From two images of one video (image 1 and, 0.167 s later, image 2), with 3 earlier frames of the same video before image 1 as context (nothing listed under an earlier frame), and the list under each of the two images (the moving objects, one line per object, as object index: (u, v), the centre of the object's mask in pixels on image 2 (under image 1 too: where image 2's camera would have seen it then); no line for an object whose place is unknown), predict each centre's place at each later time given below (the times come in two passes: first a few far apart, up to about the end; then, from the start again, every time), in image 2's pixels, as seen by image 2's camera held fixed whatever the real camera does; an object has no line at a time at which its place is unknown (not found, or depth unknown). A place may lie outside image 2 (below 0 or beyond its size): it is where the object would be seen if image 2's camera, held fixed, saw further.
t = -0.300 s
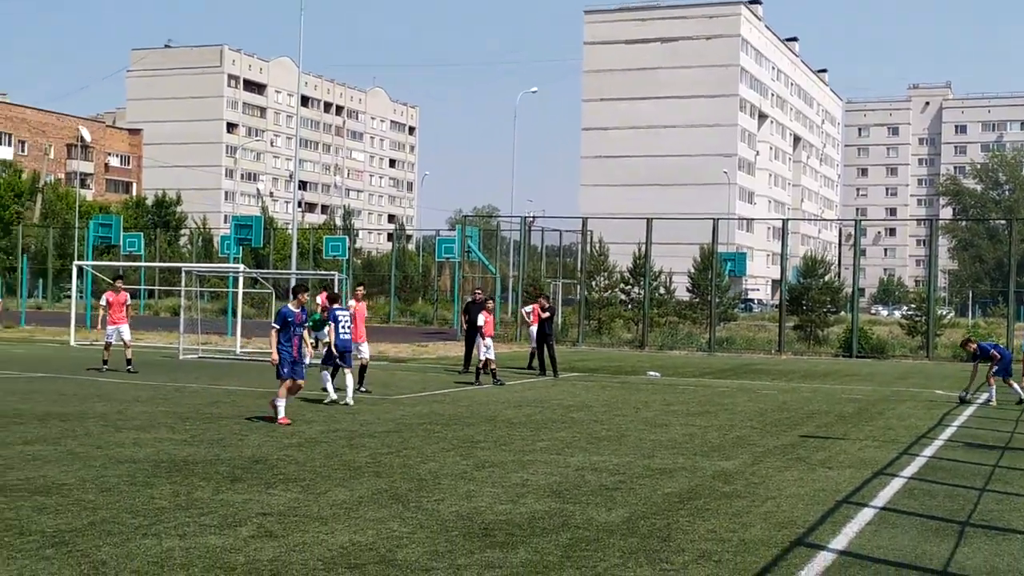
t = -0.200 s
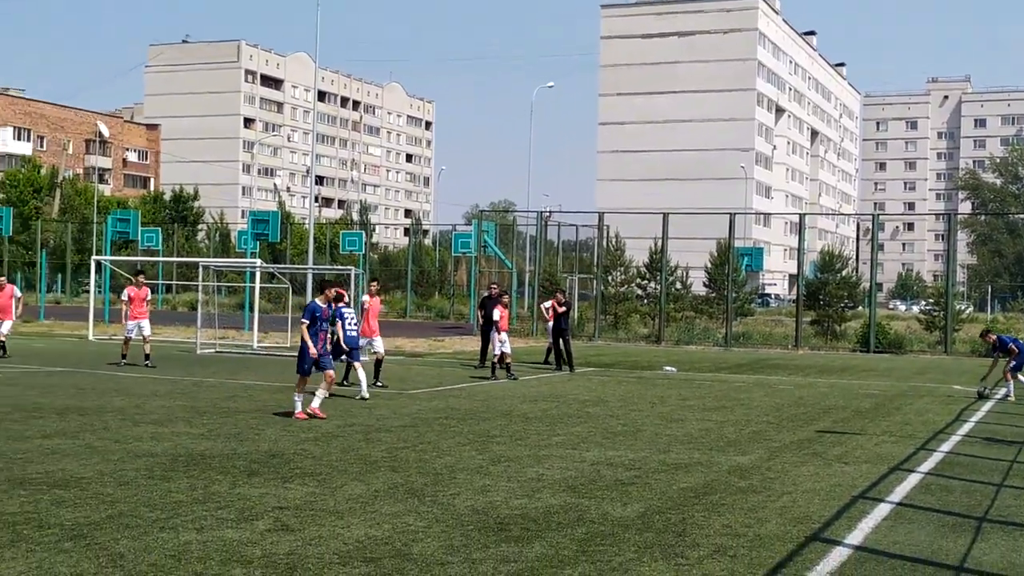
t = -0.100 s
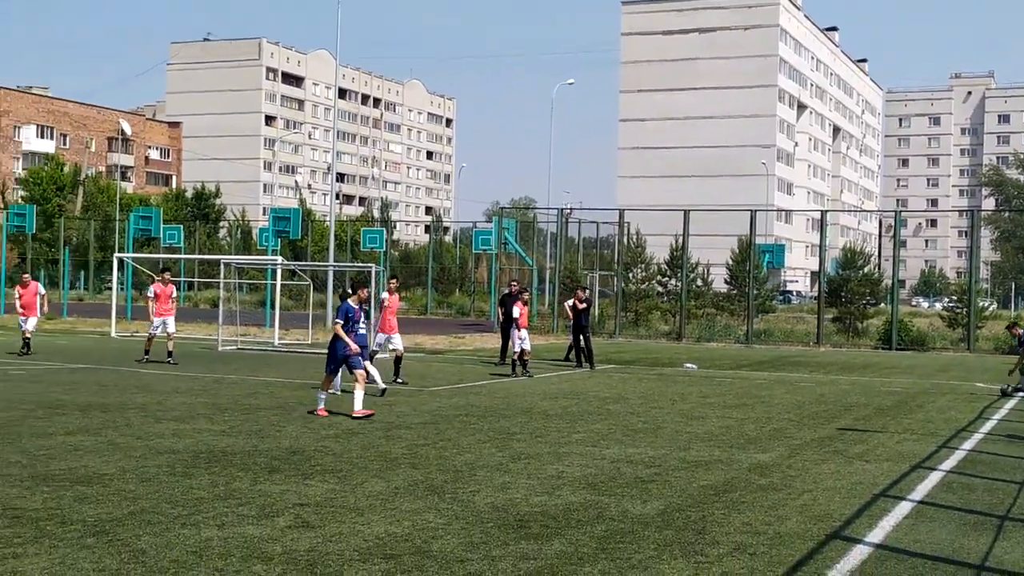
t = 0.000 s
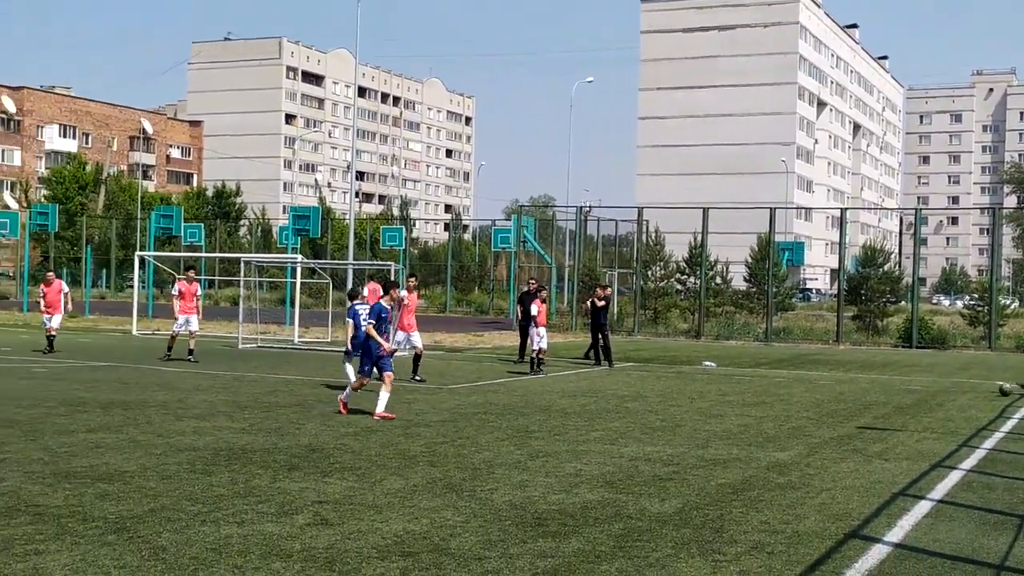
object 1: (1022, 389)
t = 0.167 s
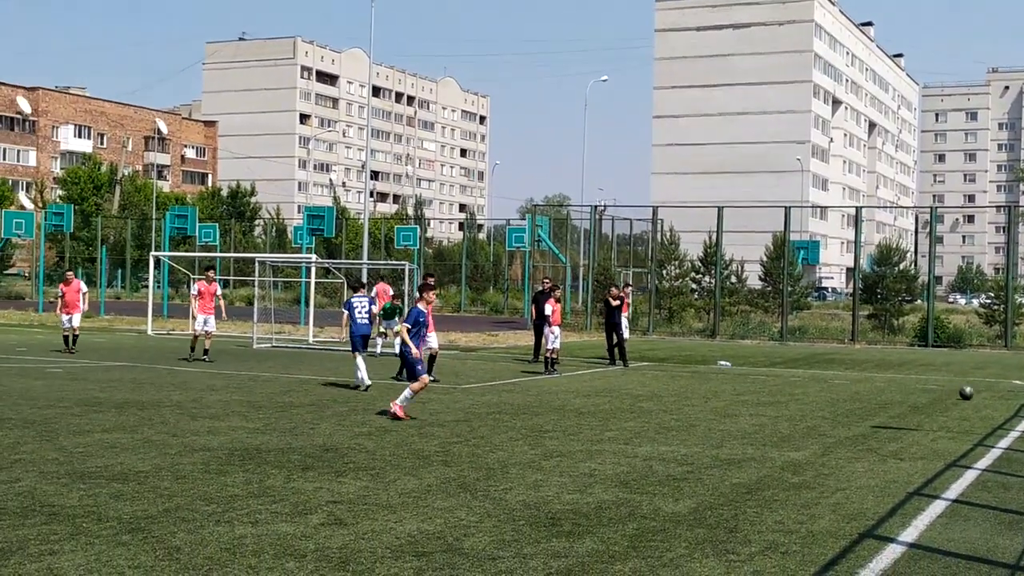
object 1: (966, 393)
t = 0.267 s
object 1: (934, 395)
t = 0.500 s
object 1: (865, 400)
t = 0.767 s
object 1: (794, 406)
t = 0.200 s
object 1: (955, 394)
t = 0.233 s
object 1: (945, 394)
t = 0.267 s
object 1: (934, 395)
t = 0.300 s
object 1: (923, 396)
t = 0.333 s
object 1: (913, 397)
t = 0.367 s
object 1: (903, 397)
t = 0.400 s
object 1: (893, 397)
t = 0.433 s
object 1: (884, 399)
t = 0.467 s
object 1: (874, 400)
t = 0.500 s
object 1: (865, 400)
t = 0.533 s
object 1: (855, 400)
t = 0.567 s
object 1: (846, 402)
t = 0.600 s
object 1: (837, 403)
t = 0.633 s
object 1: (829, 403)
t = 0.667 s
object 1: (820, 403)
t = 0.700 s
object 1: (811, 404)
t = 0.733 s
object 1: (803, 405)
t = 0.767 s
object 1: (794, 406)
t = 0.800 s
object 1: (785, 407)
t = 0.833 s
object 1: (777, 408)
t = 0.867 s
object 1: (768, 408)
